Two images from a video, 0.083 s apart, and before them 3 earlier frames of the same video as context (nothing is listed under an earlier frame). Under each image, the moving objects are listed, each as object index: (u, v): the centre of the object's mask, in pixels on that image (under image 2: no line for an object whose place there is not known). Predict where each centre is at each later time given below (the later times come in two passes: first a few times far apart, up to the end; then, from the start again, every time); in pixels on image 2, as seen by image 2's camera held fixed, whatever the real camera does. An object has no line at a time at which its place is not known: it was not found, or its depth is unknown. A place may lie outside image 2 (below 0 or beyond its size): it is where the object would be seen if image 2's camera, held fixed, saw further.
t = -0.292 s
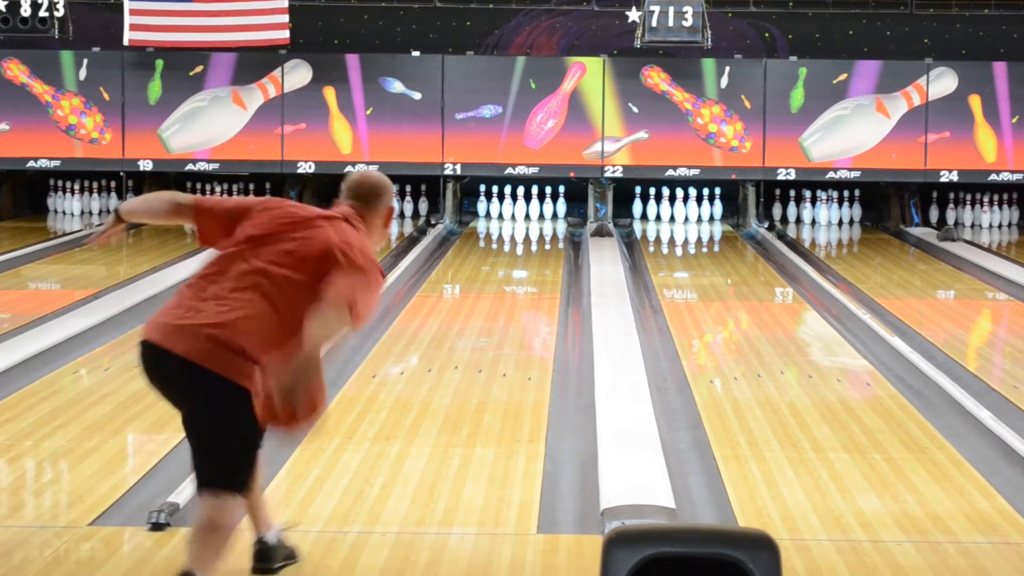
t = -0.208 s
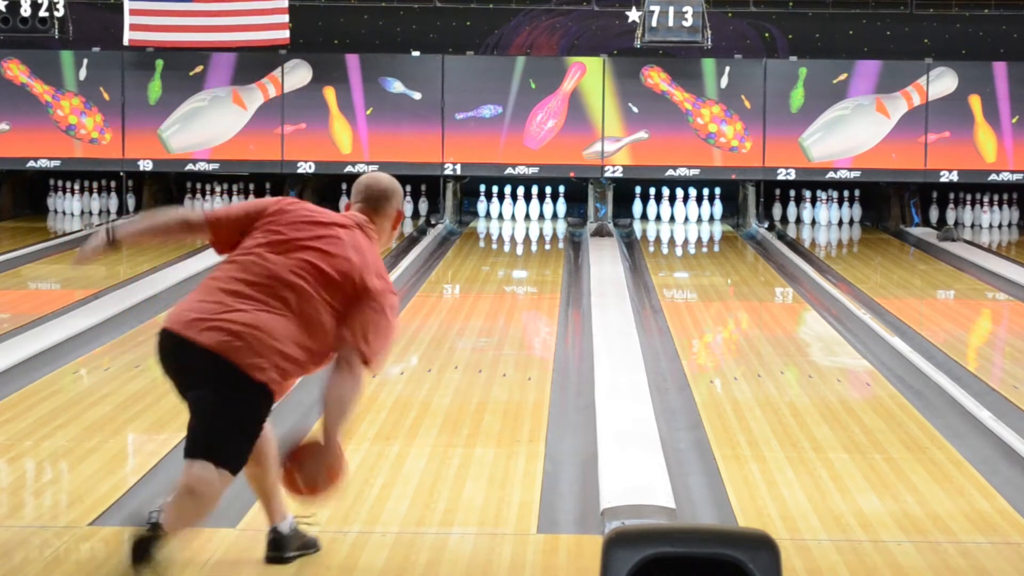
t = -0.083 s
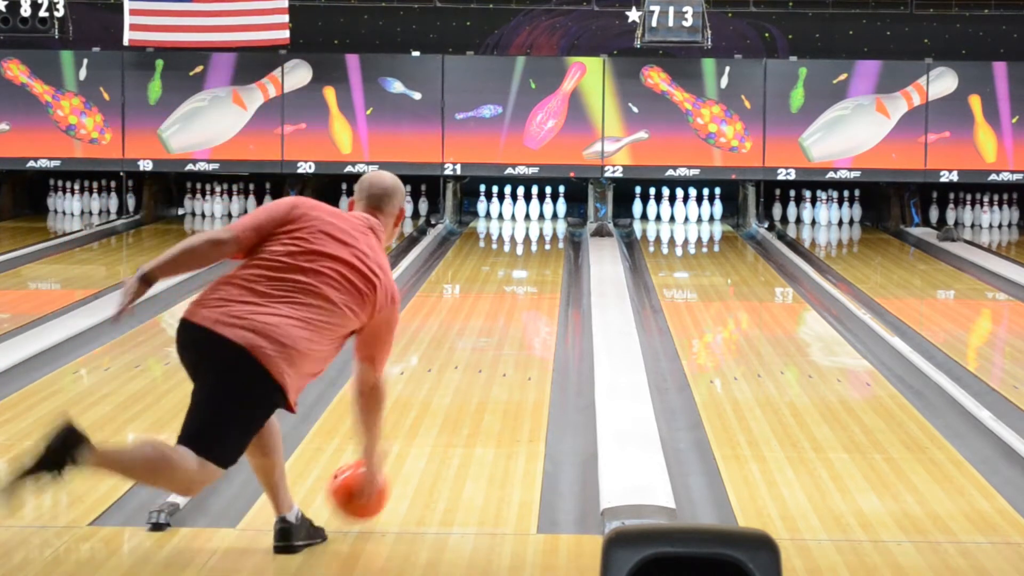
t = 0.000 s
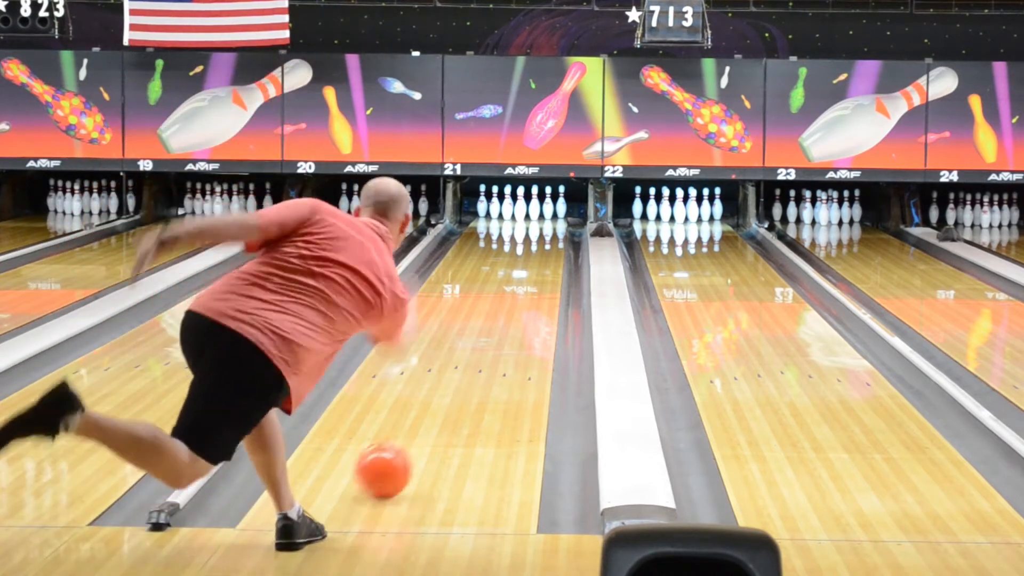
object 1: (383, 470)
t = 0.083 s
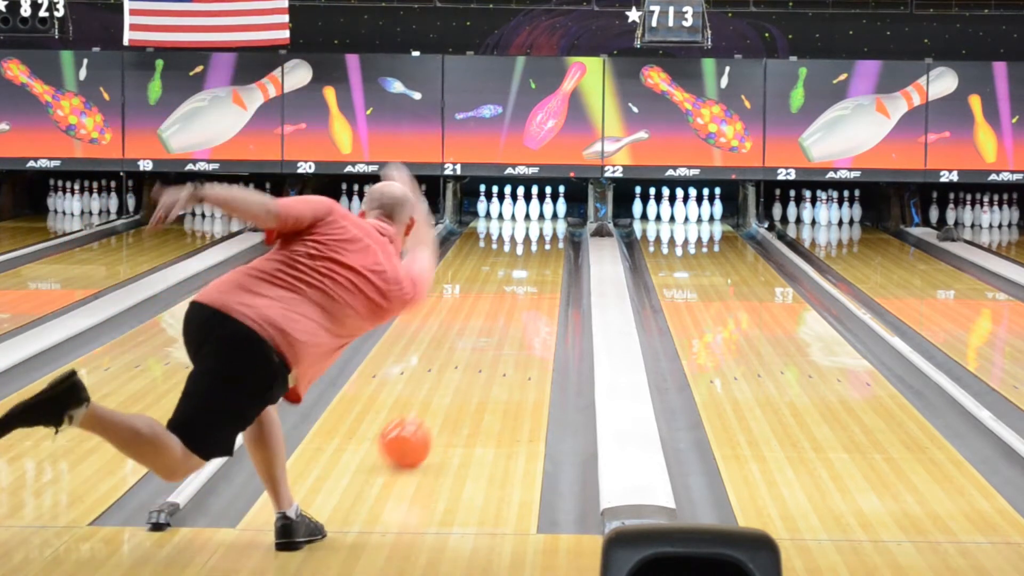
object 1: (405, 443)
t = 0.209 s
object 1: (433, 407)
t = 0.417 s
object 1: (467, 361)
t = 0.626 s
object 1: (493, 328)
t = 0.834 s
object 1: (512, 301)
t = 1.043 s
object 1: (527, 280)
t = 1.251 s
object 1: (538, 263)
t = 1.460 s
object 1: (546, 248)
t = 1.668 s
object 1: (548, 236)
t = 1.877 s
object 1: (545, 226)
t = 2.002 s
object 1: (539, 221)
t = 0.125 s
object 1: (415, 430)
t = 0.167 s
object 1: (424, 418)
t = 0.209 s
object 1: (433, 407)
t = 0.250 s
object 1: (440, 397)
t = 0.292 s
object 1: (448, 387)
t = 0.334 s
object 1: (454, 378)
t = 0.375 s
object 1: (461, 370)
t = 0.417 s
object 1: (467, 361)
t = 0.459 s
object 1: (473, 354)
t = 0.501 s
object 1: (479, 348)
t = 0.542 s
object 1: (484, 340)
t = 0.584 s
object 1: (488, 334)
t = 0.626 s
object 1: (493, 328)
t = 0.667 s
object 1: (497, 323)
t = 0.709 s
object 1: (501, 317)
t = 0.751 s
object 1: (505, 310)
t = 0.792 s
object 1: (509, 306)
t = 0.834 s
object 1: (512, 301)
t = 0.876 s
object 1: (515, 297)
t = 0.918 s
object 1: (518, 292)
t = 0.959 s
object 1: (522, 288)
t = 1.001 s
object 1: (524, 284)
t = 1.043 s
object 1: (527, 280)
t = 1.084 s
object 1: (529, 276)
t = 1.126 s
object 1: (532, 273)
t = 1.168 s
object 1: (534, 269)
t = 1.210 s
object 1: (536, 266)
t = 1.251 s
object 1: (538, 263)
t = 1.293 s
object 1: (540, 260)
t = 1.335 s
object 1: (542, 257)
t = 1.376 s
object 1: (543, 254)
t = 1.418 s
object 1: (544, 251)
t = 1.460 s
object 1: (546, 248)
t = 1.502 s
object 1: (547, 246)
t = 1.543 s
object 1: (547, 243)
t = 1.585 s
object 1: (548, 241)
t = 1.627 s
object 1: (548, 239)
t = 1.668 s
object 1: (548, 236)
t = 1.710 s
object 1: (548, 234)
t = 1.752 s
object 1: (547, 232)
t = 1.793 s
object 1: (547, 230)
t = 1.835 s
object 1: (546, 228)
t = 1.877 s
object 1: (545, 226)
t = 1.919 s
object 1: (543, 224)
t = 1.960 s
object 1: (541, 222)
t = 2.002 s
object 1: (539, 221)
